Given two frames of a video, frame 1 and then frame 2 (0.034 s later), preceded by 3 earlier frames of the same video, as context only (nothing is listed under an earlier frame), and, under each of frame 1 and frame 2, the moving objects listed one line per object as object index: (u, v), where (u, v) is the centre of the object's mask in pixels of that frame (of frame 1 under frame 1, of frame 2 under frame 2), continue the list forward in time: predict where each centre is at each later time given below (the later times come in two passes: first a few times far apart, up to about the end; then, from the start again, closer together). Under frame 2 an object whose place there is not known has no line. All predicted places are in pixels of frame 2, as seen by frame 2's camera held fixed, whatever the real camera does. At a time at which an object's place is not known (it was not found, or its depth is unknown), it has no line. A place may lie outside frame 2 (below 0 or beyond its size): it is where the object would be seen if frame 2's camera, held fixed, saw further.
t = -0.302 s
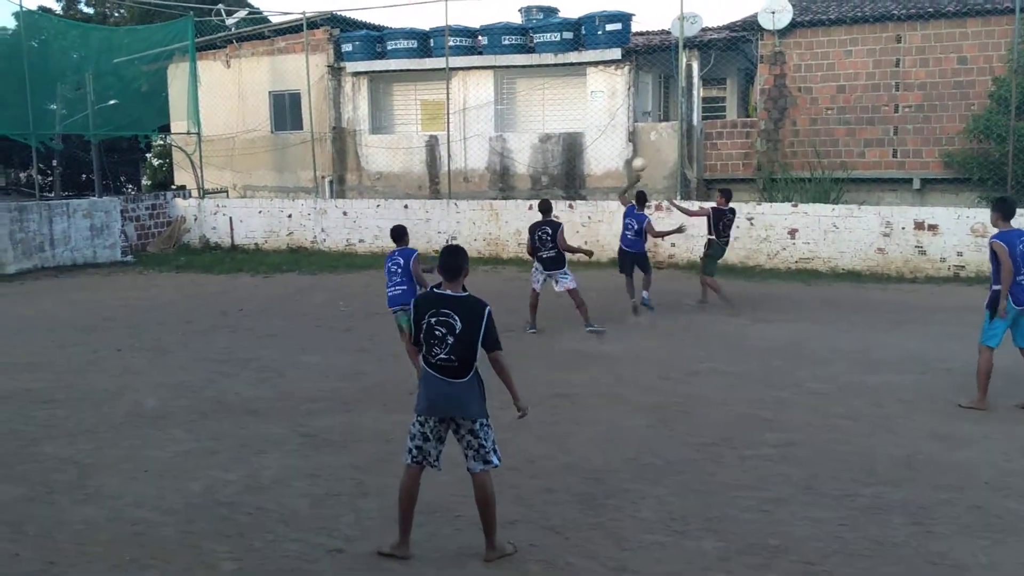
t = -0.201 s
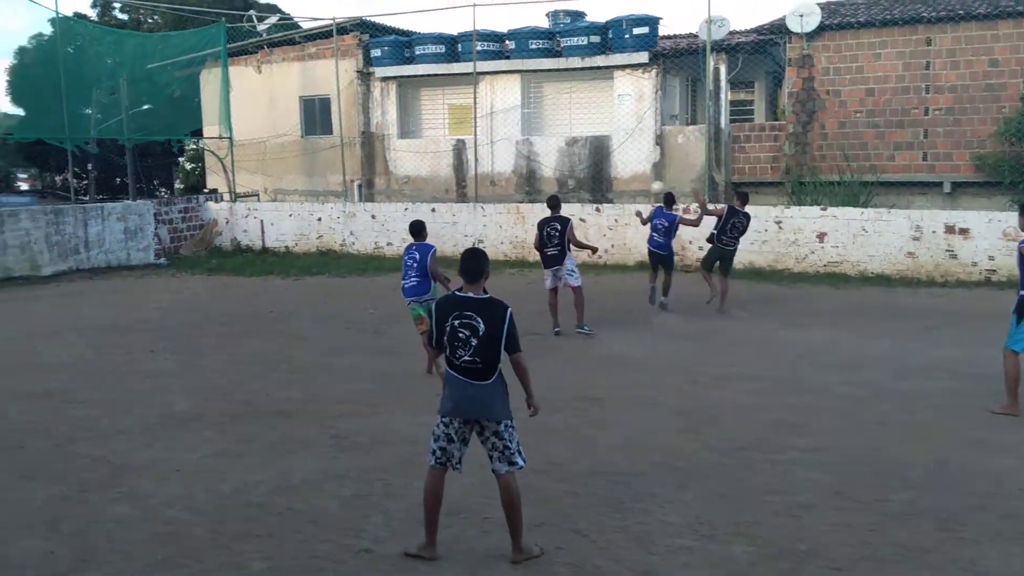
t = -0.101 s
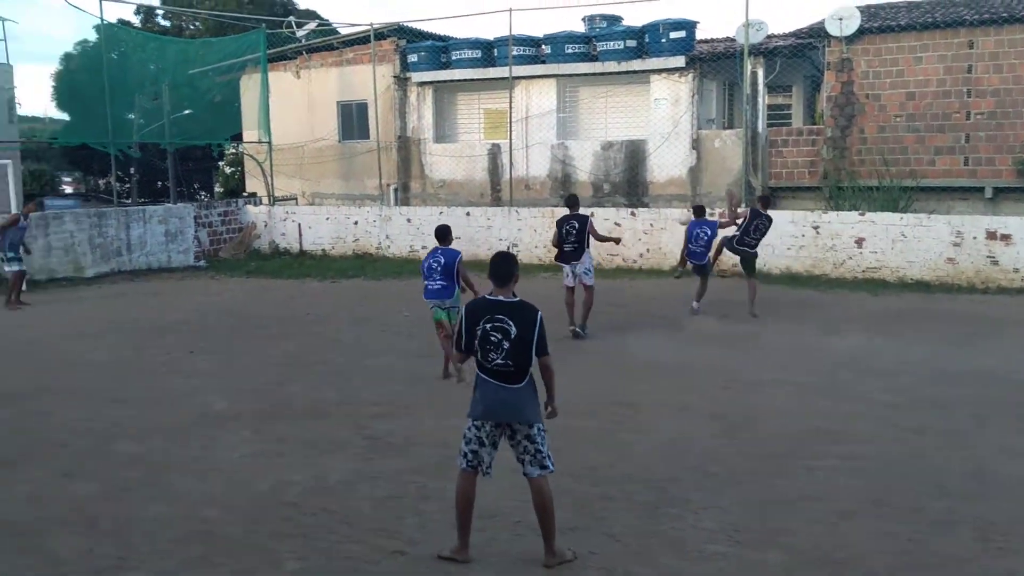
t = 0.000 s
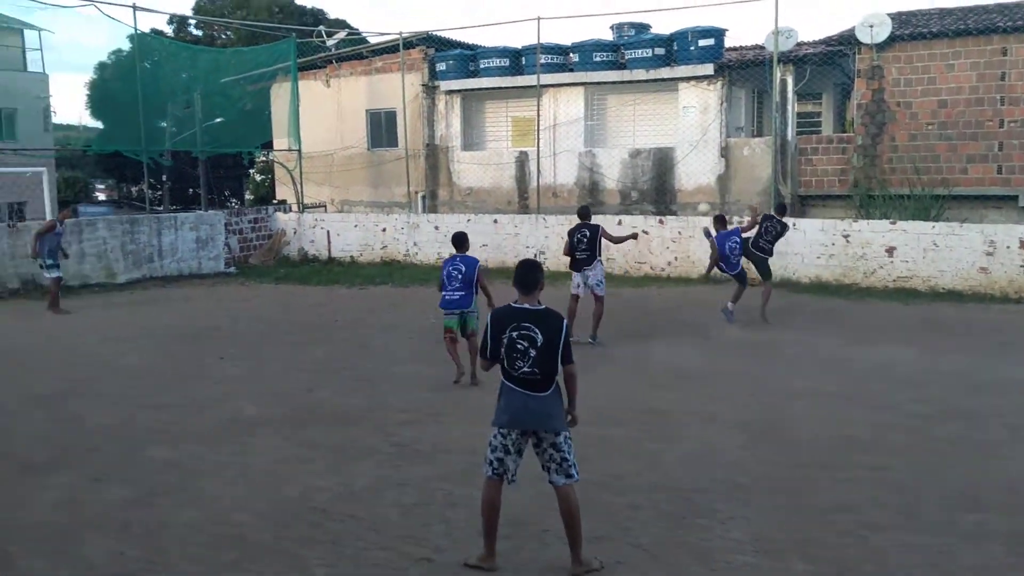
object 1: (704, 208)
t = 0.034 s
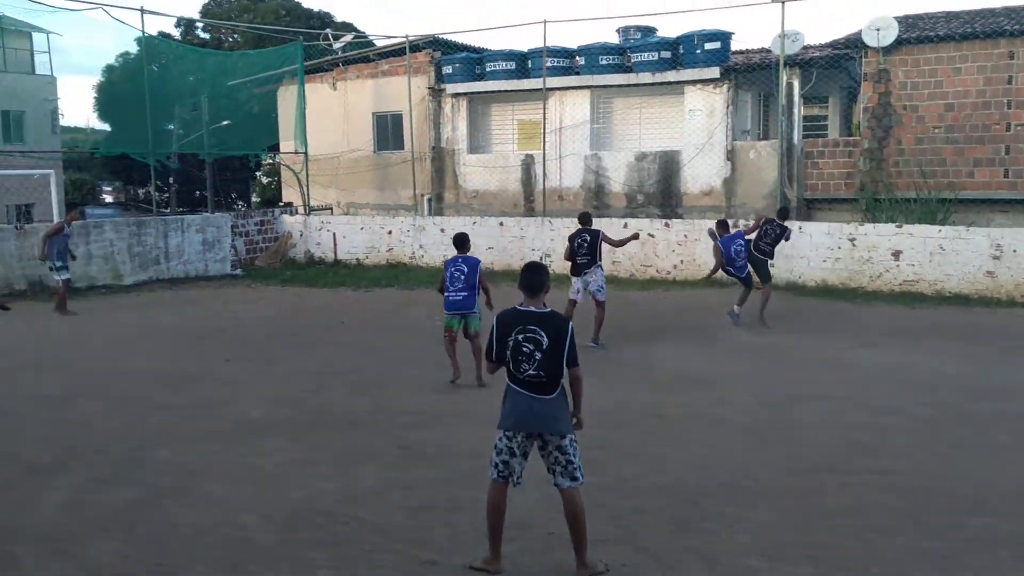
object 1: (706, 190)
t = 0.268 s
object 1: (682, 45)
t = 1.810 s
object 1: (515, 46)
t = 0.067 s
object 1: (703, 166)
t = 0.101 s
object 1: (699, 144)
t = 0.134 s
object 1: (696, 123)
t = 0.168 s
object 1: (692, 102)
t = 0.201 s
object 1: (689, 83)
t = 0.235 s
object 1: (686, 63)
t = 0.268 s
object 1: (682, 45)
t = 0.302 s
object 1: (679, 28)
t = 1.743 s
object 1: (521, 14)
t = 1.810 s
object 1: (515, 46)
